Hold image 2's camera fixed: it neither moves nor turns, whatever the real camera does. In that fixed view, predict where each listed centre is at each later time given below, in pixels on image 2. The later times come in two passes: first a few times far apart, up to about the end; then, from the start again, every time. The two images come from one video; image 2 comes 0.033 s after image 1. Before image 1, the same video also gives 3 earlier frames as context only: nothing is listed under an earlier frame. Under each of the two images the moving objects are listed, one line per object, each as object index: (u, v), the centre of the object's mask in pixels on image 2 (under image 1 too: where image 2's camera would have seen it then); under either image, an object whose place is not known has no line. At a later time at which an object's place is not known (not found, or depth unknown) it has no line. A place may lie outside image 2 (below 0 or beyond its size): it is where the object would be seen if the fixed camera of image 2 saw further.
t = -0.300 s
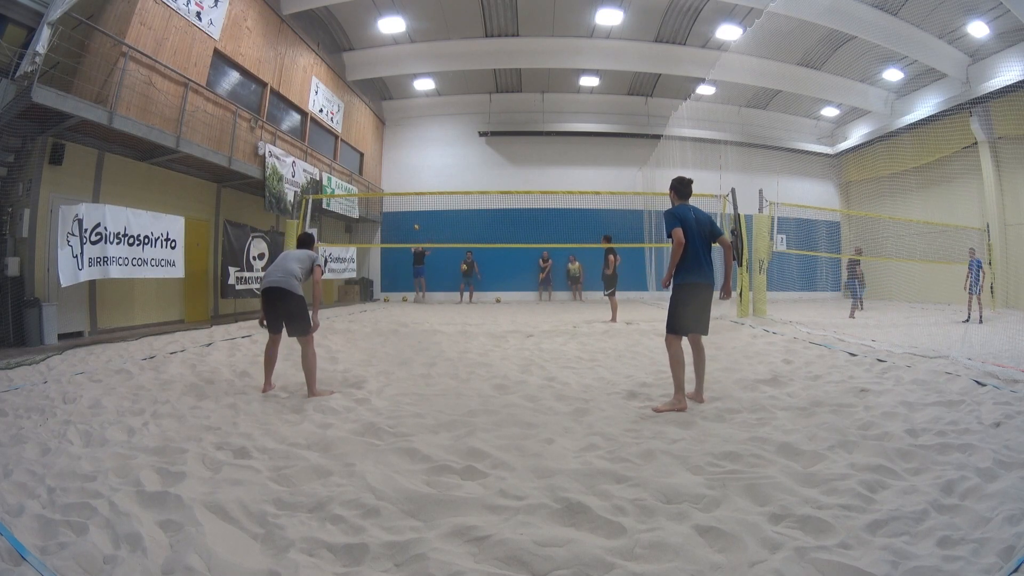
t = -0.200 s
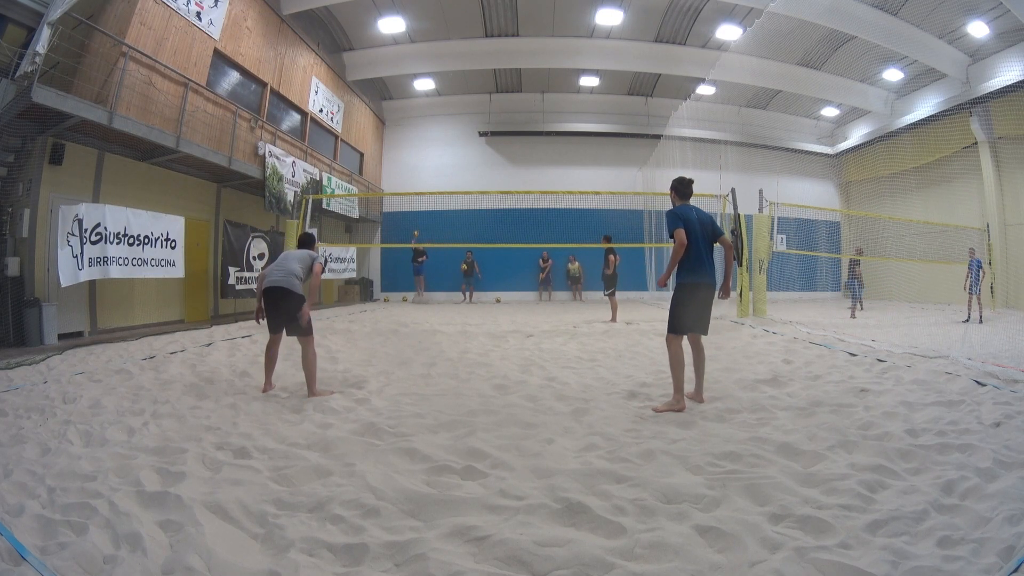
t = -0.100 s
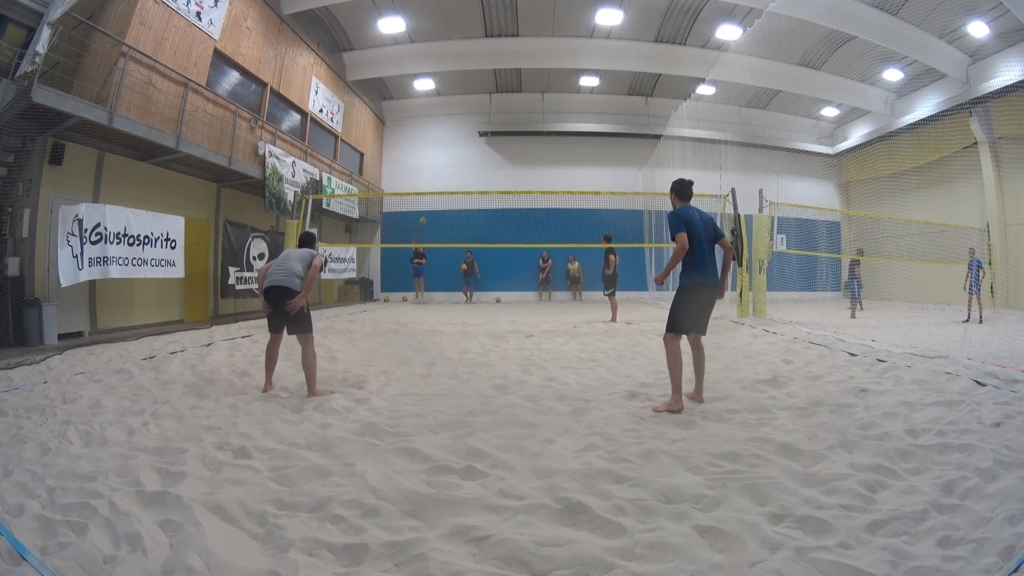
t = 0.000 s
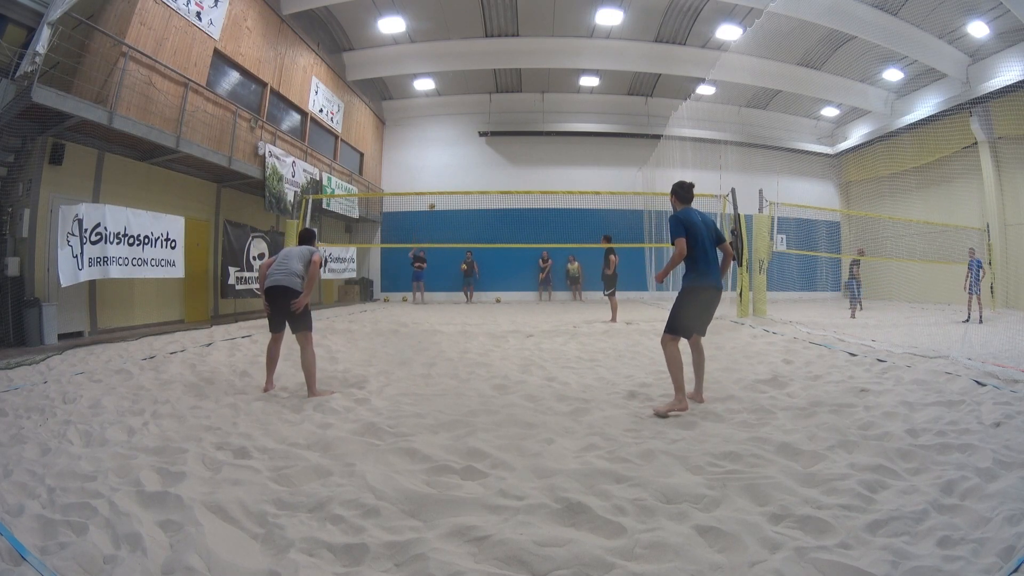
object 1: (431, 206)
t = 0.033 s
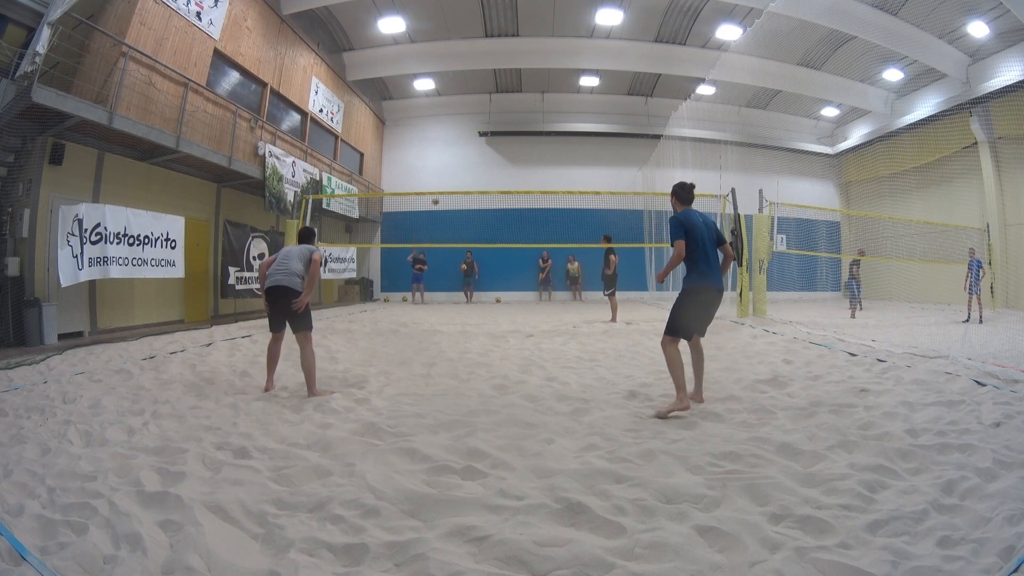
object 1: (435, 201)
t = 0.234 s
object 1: (462, 176)
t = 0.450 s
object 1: (506, 161)
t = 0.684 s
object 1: (589, 175)
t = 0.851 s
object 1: (696, 235)
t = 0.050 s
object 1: (437, 199)
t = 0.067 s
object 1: (439, 198)
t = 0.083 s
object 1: (440, 197)
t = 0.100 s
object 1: (443, 191)
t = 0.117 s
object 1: (445, 189)
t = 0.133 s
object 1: (447, 188)
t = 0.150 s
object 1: (449, 186)
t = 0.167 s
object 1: (451, 184)
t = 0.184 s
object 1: (454, 182)
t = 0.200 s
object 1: (456, 180)
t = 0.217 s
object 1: (459, 178)
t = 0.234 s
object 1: (462, 176)
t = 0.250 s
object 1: (465, 175)
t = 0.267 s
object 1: (467, 173)
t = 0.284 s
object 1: (470, 172)
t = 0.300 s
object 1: (473, 170)
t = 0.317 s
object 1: (476, 169)
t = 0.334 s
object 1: (480, 168)
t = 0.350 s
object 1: (483, 167)
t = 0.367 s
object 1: (486, 165)
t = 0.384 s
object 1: (490, 164)
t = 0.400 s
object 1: (494, 163)
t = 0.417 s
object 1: (498, 163)
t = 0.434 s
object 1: (502, 162)
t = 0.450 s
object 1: (506, 161)
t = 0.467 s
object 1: (510, 161)
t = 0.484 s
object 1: (515, 160)
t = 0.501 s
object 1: (519, 161)
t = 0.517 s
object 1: (525, 161)
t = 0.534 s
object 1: (530, 161)
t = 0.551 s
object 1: (535, 162)
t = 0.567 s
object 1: (541, 163)
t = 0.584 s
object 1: (547, 164)
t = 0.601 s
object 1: (553, 165)
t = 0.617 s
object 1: (559, 166)
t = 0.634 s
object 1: (566, 168)
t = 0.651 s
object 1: (573, 170)
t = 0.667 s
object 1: (581, 173)
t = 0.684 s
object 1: (589, 175)
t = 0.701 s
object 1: (597, 178)
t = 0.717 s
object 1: (606, 183)
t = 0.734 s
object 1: (614, 186)
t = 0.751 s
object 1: (623, 191)
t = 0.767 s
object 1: (634, 197)
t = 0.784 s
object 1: (645, 203)
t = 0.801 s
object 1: (658, 210)
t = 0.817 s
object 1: (669, 217)
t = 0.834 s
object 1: (682, 225)
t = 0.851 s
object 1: (696, 235)
